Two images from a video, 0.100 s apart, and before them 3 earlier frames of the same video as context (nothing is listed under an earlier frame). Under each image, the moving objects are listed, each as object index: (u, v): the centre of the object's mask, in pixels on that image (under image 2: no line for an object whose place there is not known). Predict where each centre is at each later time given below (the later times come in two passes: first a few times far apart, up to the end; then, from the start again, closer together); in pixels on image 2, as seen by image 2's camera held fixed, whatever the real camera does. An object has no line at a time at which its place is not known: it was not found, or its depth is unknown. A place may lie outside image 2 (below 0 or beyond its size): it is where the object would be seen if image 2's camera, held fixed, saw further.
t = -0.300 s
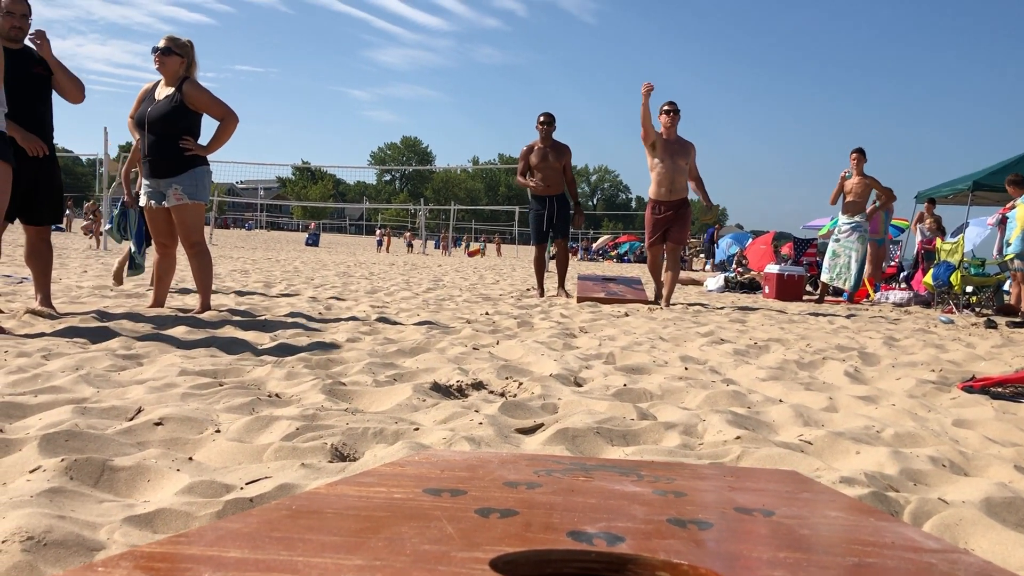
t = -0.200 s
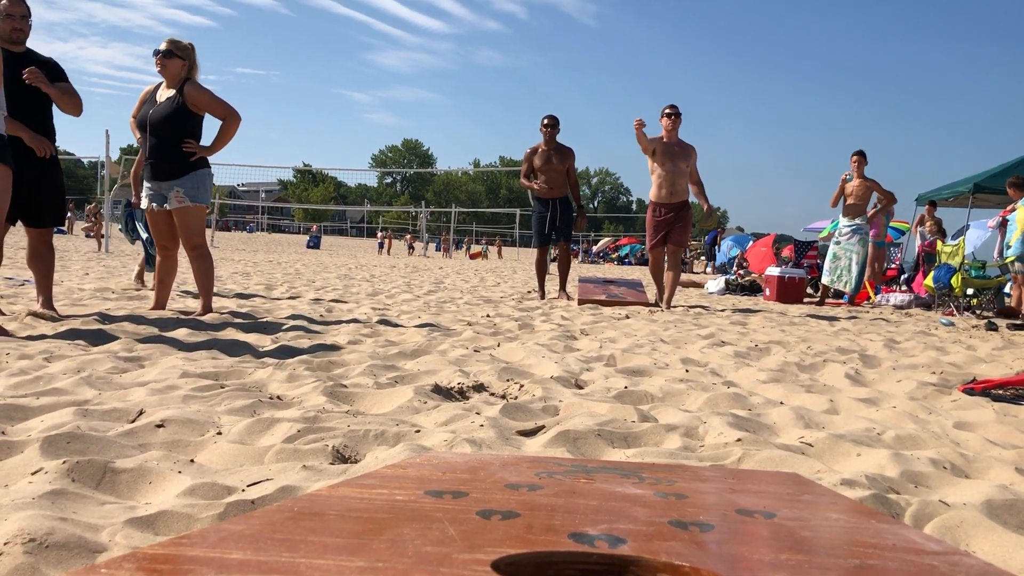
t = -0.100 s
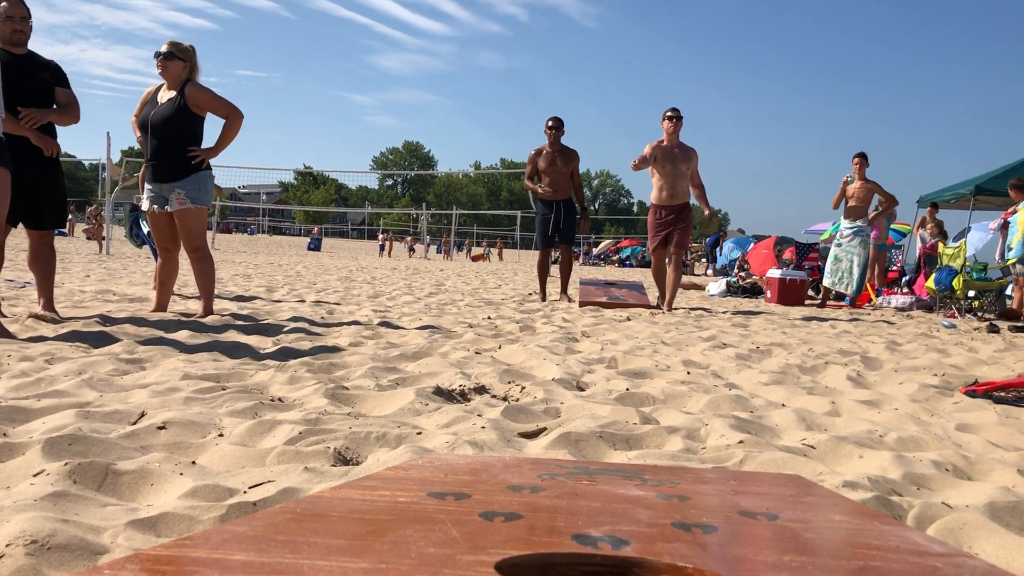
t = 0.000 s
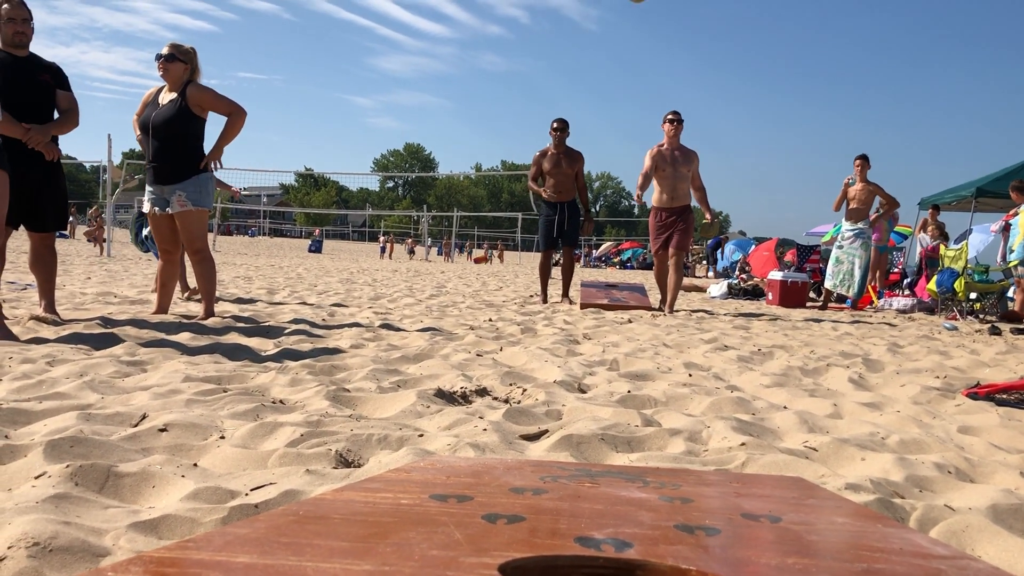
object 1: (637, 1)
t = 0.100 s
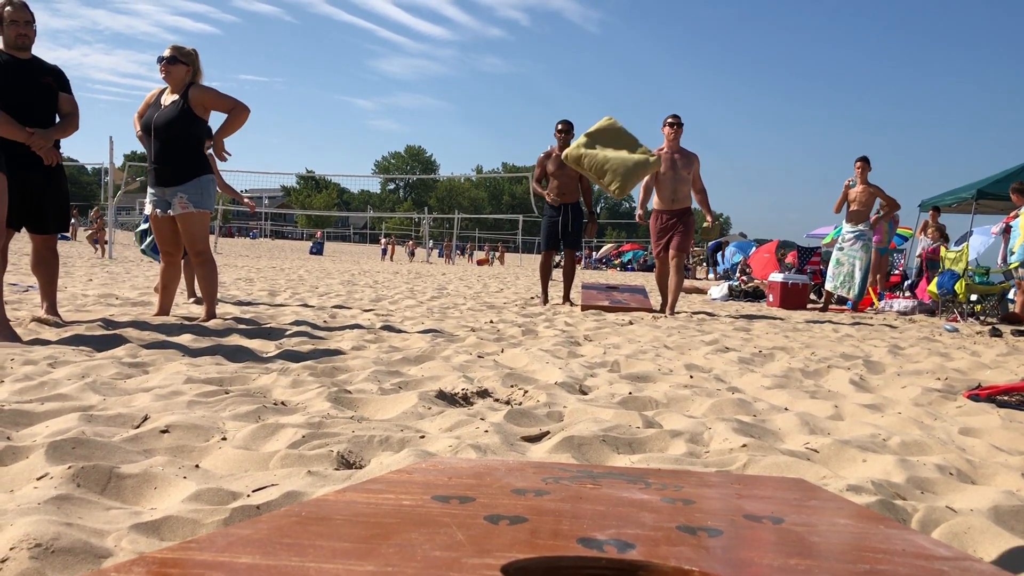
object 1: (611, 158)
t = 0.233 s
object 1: (567, 472)
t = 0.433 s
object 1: (517, 531)
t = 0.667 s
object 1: (590, 530)
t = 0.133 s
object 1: (600, 265)
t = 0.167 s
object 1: (586, 422)
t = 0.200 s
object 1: (576, 473)
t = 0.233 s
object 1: (567, 472)
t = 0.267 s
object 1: (557, 482)
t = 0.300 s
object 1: (548, 497)
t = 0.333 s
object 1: (537, 509)
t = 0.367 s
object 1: (522, 524)
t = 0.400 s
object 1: (512, 535)
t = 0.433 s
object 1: (517, 531)
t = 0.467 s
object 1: (532, 524)
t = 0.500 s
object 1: (547, 522)
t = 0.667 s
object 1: (590, 530)
